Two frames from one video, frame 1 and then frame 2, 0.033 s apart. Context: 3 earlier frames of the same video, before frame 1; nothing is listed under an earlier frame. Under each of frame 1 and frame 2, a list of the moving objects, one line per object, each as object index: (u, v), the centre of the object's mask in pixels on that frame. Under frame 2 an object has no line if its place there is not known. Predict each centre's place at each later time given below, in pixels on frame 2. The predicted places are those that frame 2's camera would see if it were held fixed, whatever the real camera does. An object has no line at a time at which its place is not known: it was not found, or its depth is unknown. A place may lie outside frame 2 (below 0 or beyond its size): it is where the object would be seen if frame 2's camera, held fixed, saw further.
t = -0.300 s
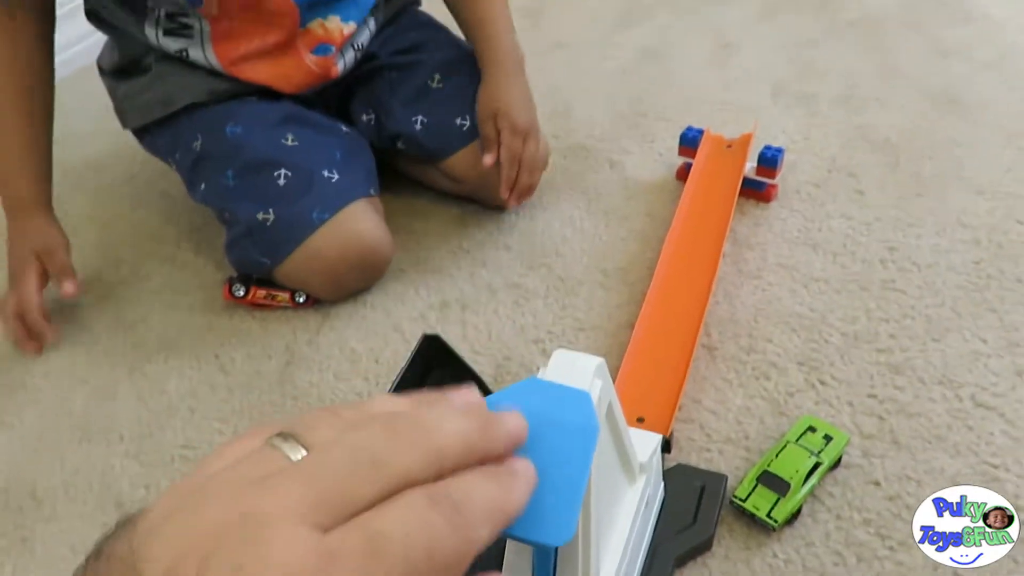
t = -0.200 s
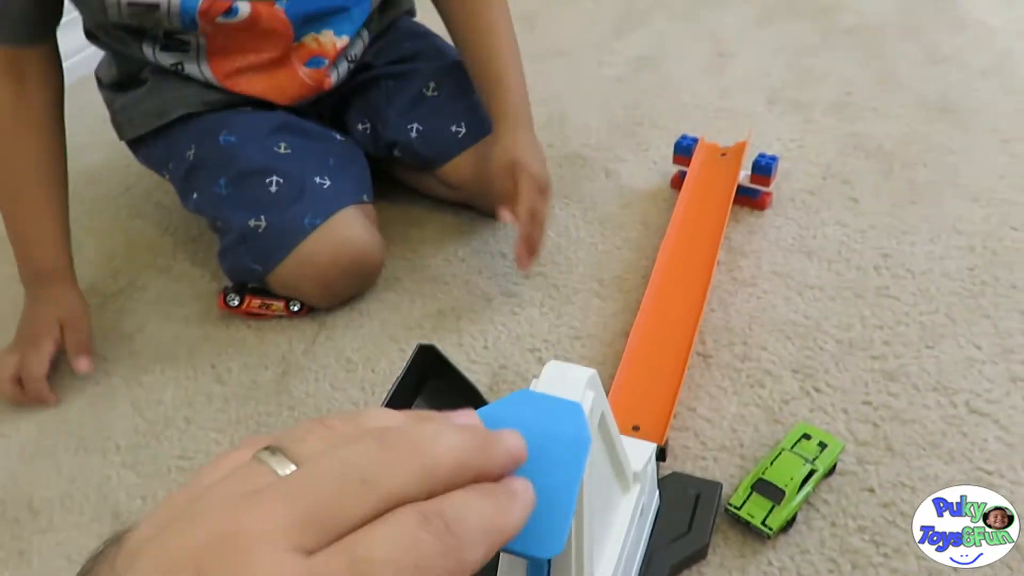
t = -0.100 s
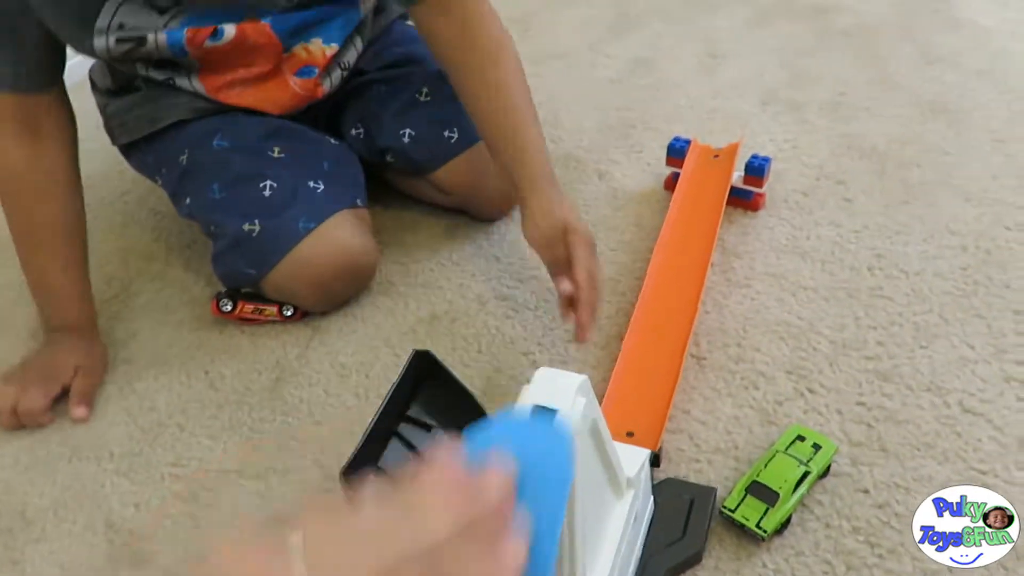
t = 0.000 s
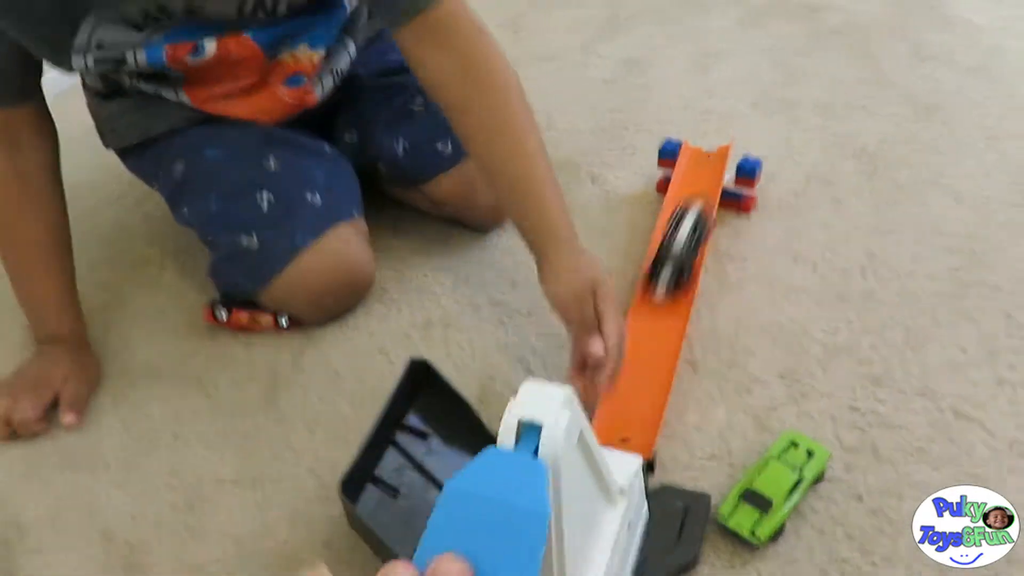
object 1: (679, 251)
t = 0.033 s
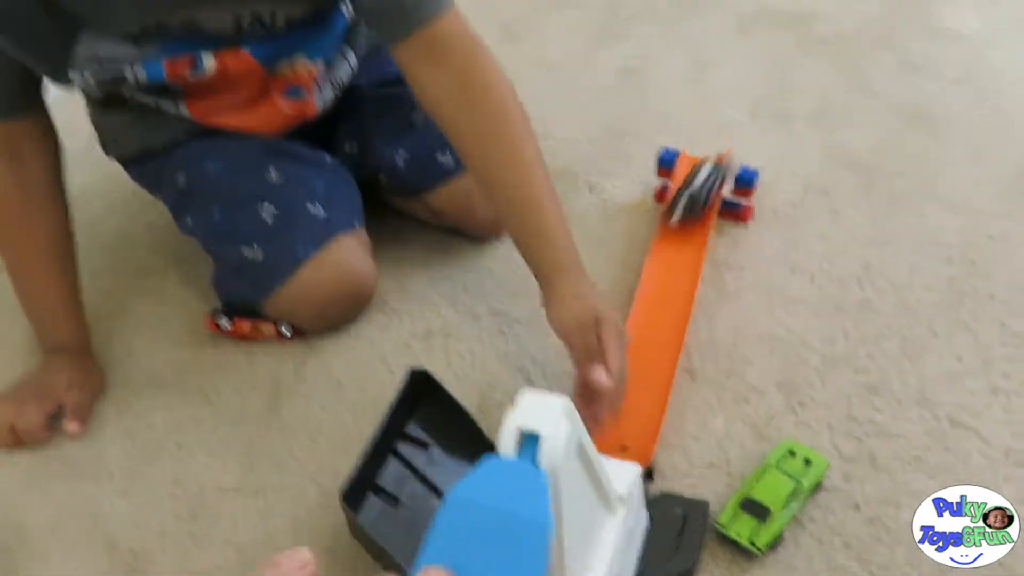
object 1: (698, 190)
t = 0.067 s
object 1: (711, 126)
